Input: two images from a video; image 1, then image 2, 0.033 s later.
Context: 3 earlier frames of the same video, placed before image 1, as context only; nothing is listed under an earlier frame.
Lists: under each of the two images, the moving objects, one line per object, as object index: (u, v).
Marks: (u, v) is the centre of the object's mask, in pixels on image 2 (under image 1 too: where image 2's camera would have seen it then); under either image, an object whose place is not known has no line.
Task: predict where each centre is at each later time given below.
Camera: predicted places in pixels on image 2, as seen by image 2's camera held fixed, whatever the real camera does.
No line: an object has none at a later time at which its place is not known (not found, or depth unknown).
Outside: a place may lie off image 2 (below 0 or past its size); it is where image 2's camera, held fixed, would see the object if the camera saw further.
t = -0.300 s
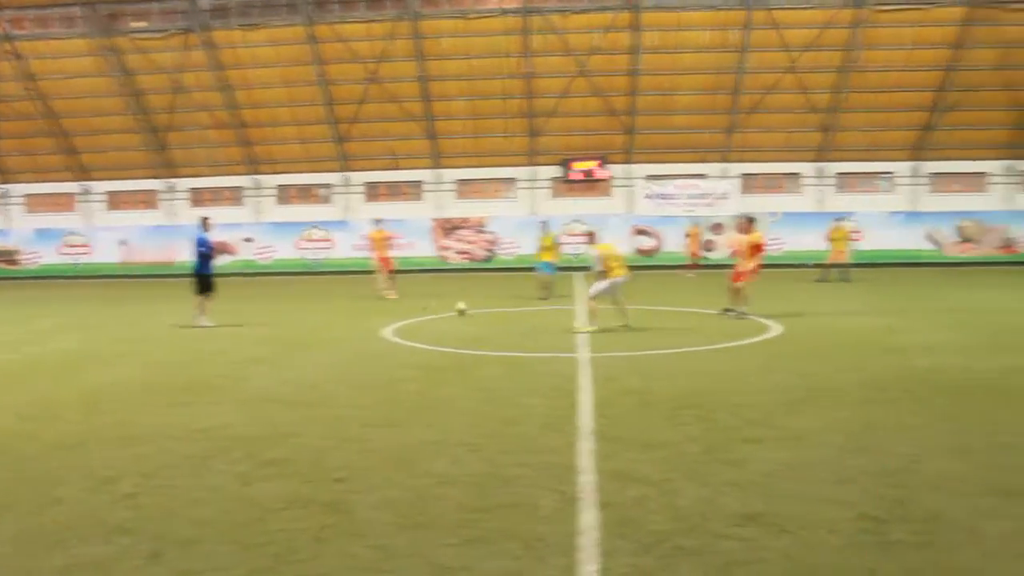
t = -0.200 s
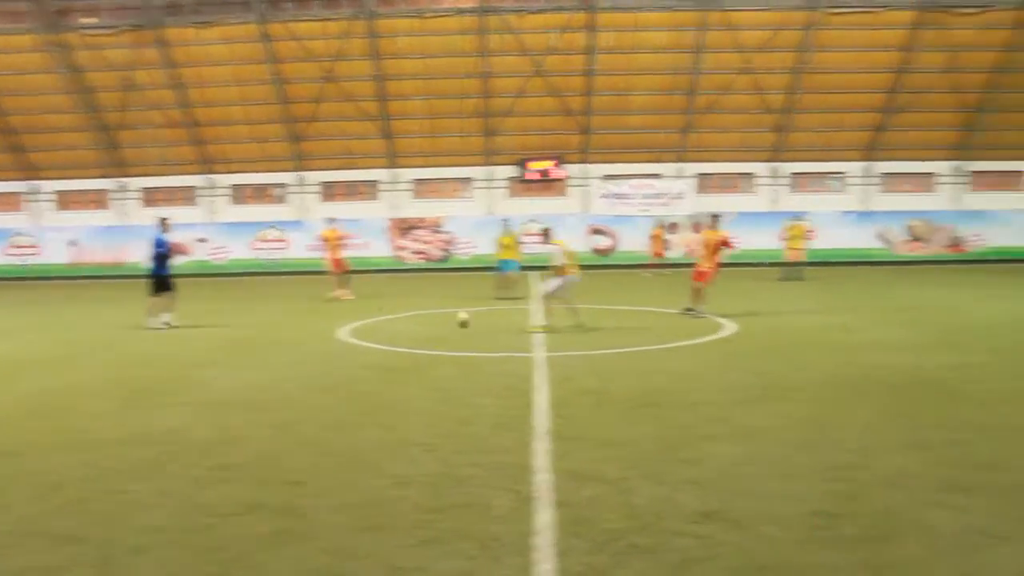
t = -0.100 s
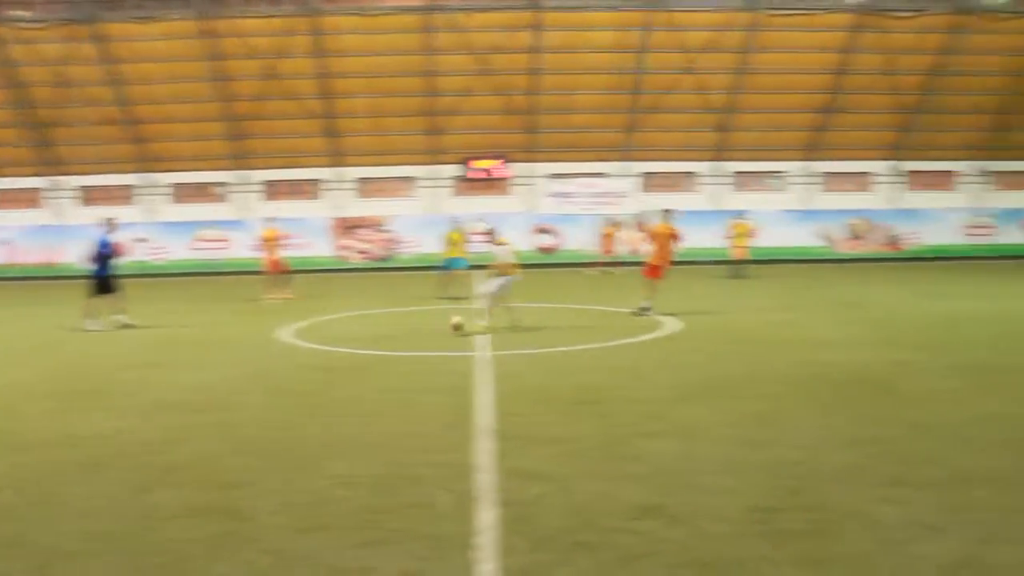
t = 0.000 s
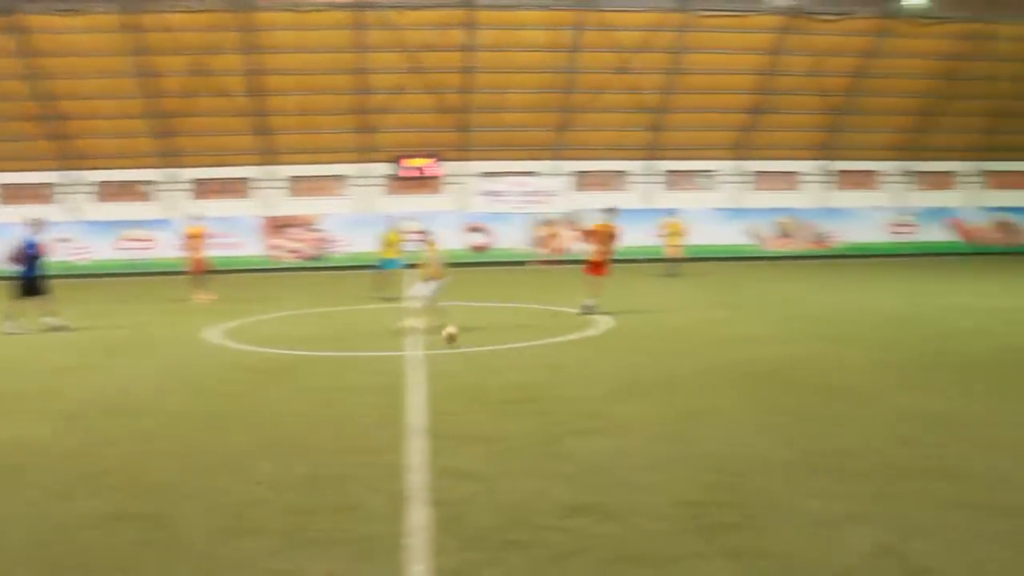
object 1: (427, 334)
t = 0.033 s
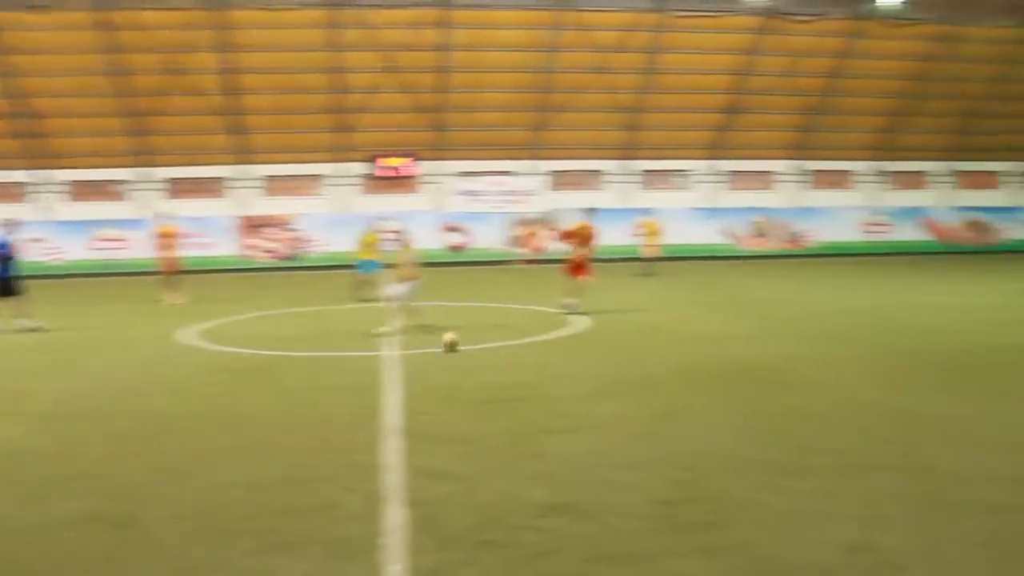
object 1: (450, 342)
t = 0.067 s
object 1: (472, 344)
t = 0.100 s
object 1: (494, 343)
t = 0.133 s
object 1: (518, 345)
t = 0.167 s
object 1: (543, 347)
